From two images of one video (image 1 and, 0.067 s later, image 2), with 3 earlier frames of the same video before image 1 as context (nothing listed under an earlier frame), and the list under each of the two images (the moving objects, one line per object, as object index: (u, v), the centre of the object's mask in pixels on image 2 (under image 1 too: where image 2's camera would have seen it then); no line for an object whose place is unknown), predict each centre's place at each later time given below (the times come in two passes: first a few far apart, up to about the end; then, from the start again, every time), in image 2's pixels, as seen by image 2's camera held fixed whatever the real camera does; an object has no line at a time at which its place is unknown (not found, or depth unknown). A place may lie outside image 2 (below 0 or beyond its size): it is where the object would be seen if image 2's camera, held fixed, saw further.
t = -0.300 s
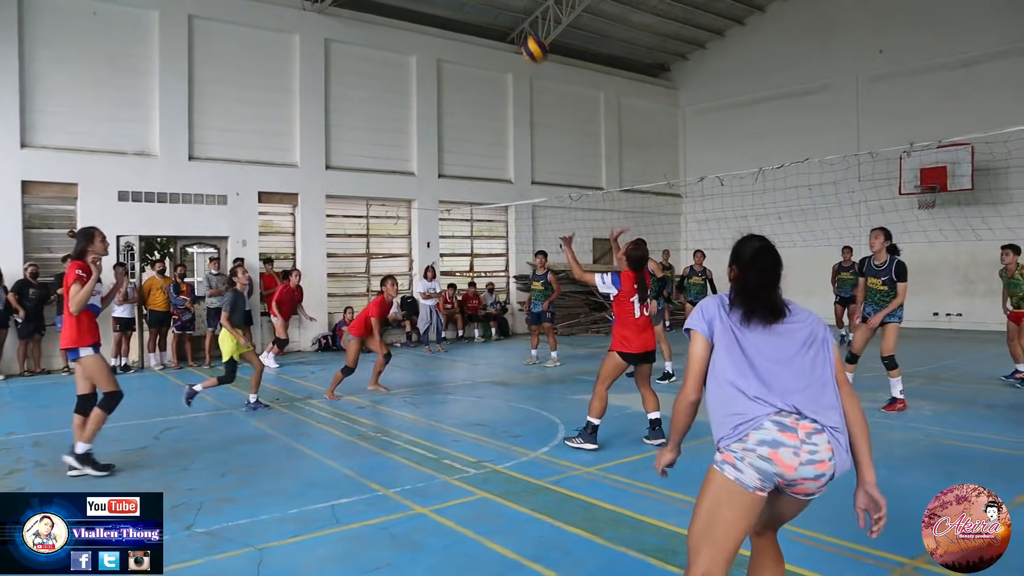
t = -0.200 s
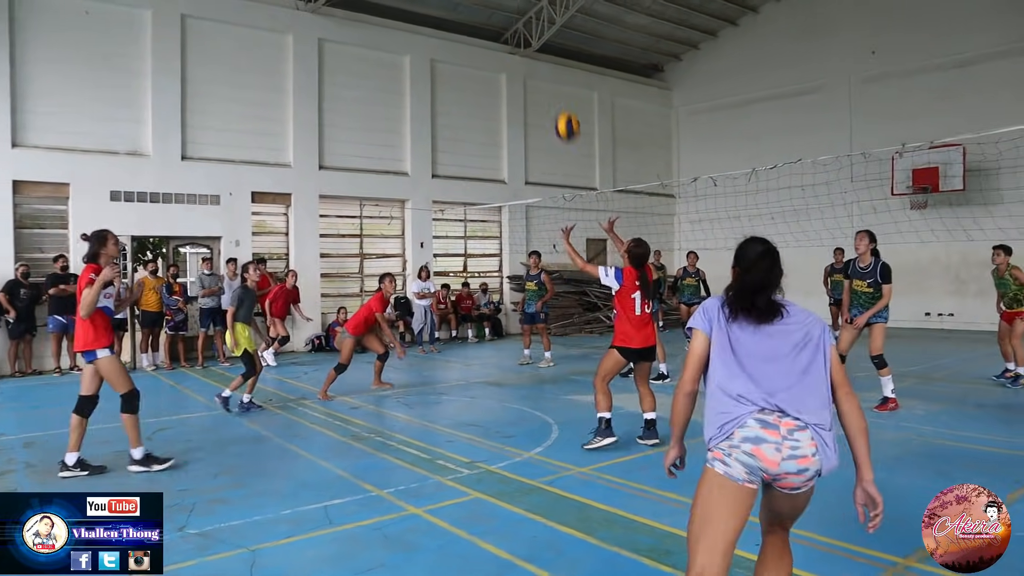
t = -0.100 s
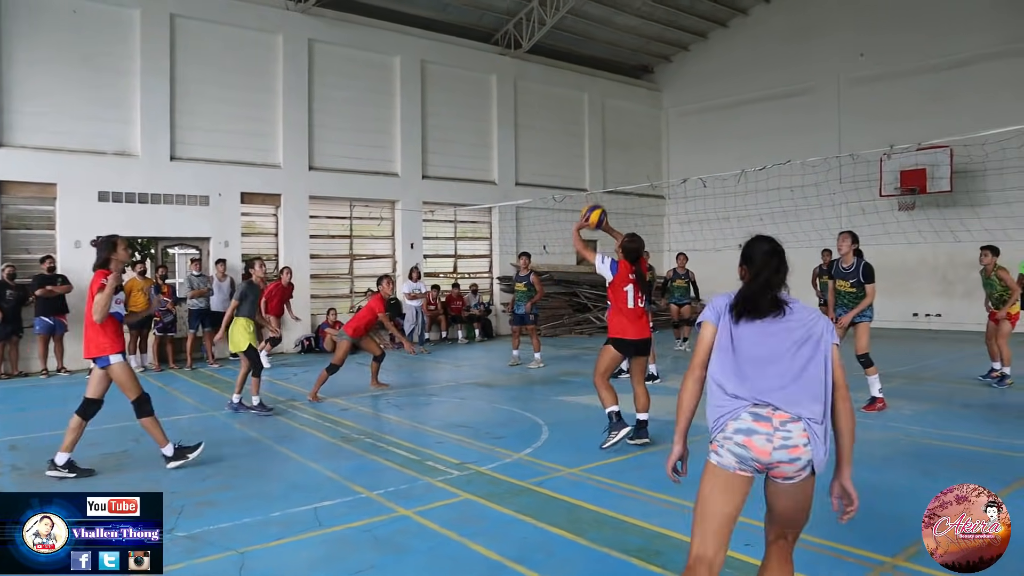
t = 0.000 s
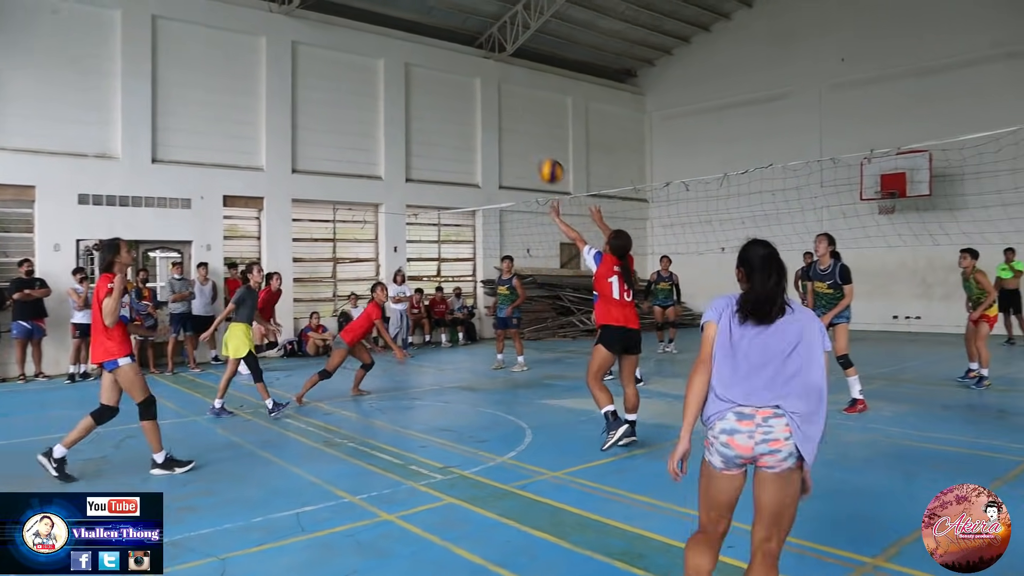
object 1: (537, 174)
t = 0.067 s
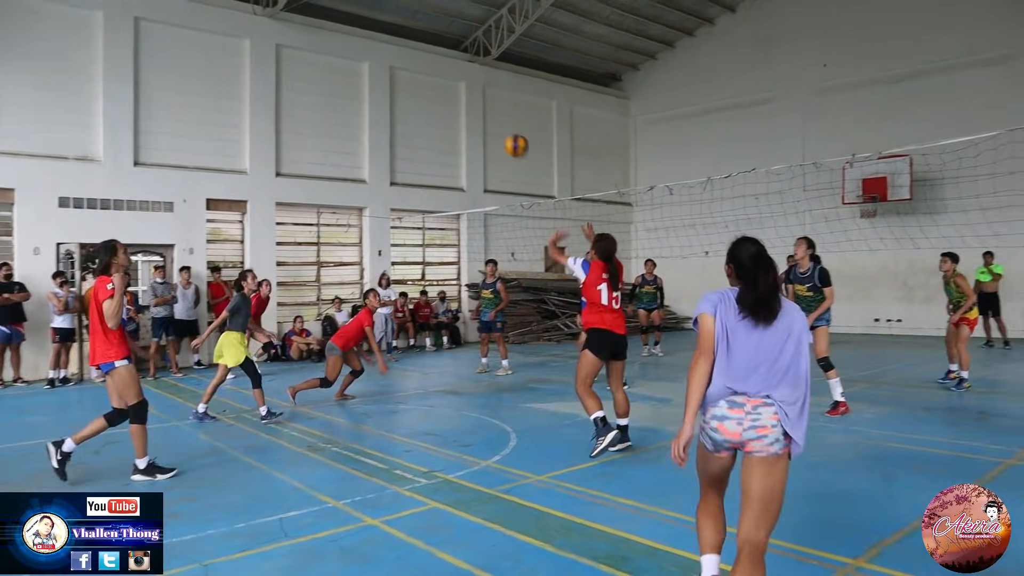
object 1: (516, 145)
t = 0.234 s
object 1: (474, 105)
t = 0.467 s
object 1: (435, 101)
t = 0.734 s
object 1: (405, 147)
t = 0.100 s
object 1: (507, 134)
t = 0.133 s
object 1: (497, 124)
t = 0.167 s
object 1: (489, 116)
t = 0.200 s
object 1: (481, 110)
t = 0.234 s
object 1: (474, 105)
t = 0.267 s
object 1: (468, 101)
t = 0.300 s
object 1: (461, 98)
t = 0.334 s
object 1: (455, 97)
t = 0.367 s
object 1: (450, 97)
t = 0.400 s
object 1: (445, 97)
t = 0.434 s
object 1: (440, 99)
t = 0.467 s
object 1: (435, 101)
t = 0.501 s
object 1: (431, 104)
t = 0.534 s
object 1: (426, 108)
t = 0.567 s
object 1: (423, 113)
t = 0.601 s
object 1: (419, 119)
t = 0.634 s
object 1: (416, 125)
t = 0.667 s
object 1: (412, 132)
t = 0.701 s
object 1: (408, 139)
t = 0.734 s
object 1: (405, 147)
